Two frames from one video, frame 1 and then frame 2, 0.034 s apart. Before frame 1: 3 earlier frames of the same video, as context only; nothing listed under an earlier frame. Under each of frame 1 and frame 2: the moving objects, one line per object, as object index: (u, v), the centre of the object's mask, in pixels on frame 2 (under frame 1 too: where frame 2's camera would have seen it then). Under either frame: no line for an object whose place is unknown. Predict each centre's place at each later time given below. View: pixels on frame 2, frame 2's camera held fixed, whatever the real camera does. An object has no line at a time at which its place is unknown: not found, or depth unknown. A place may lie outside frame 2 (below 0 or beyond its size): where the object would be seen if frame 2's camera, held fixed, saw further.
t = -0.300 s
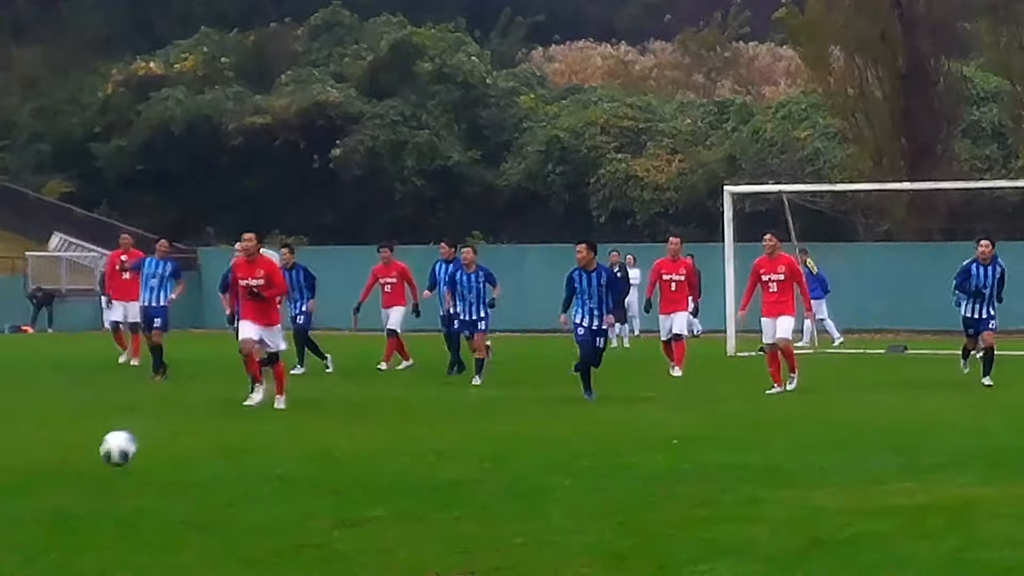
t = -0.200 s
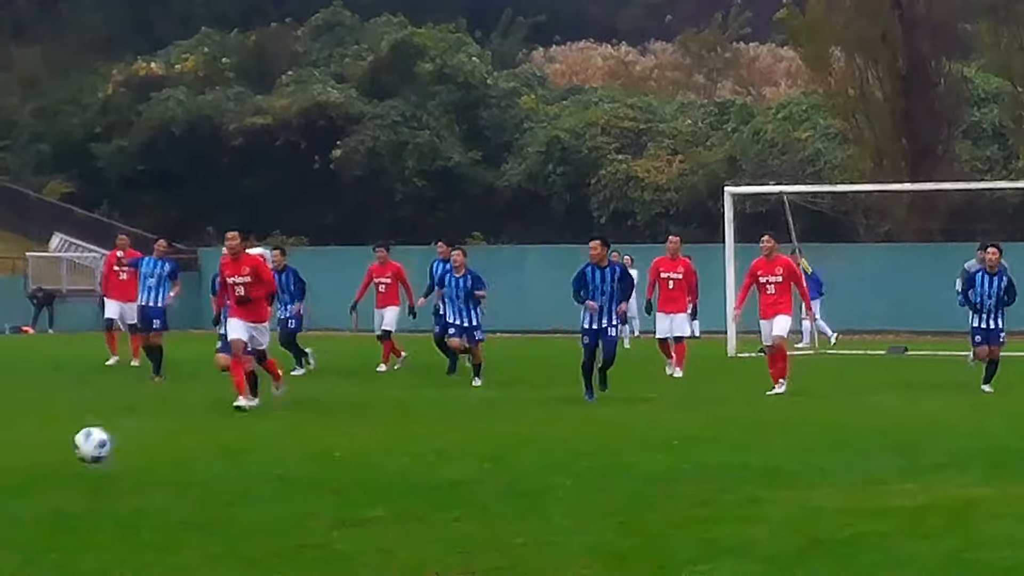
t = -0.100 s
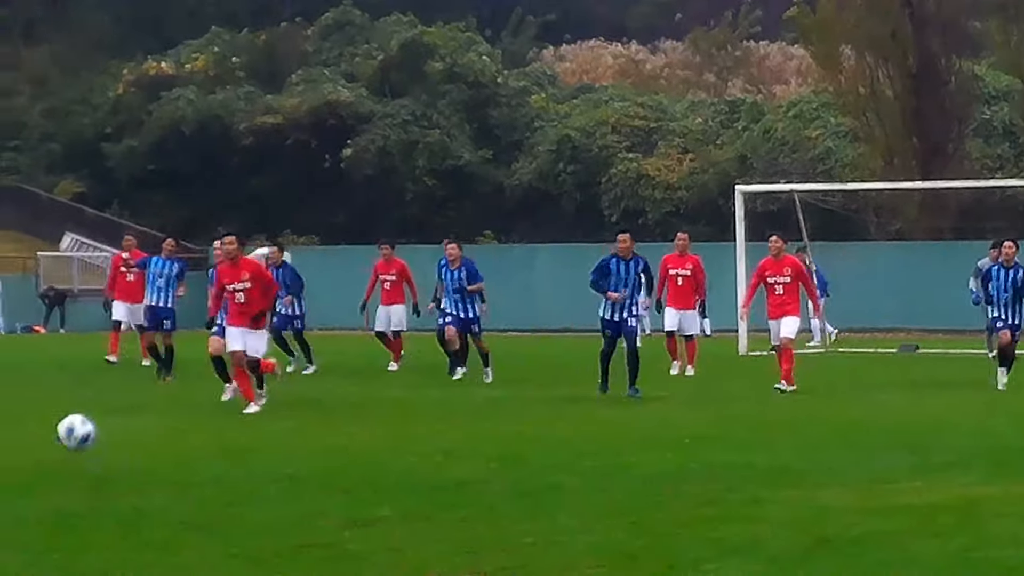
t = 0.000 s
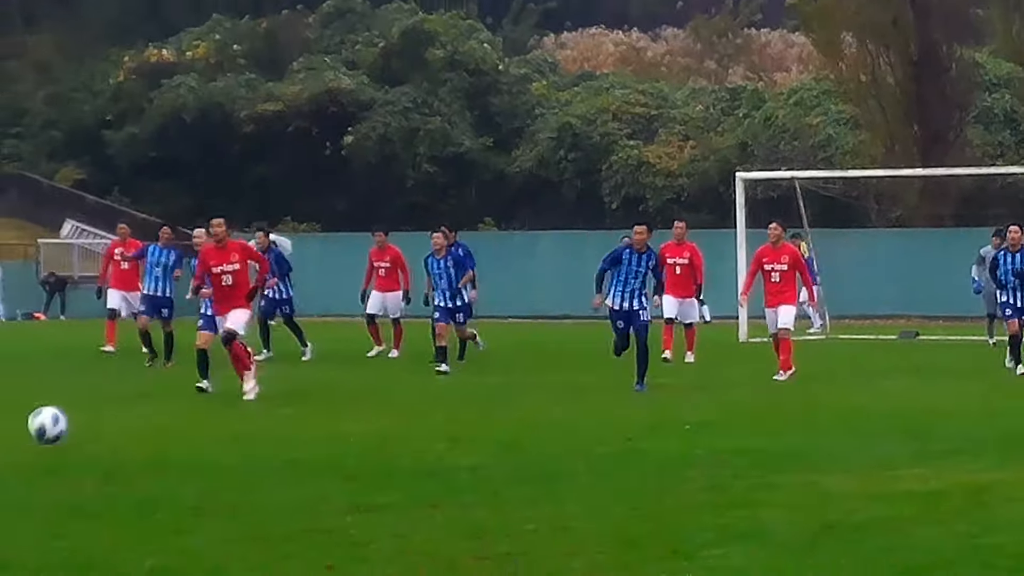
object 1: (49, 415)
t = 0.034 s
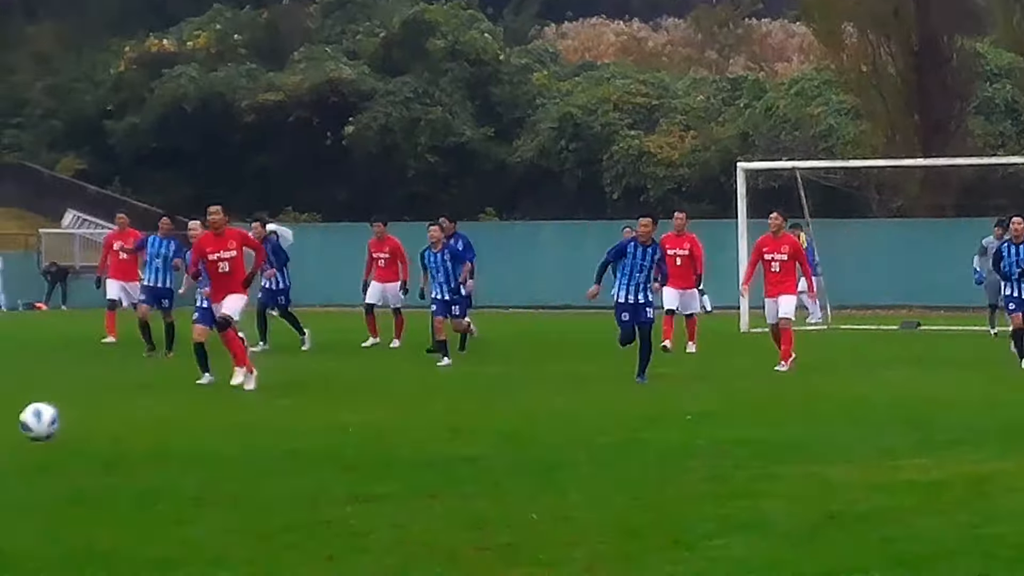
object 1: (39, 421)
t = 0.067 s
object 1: (31, 431)
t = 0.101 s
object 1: (22, 444)
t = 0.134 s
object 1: (7, 461)
